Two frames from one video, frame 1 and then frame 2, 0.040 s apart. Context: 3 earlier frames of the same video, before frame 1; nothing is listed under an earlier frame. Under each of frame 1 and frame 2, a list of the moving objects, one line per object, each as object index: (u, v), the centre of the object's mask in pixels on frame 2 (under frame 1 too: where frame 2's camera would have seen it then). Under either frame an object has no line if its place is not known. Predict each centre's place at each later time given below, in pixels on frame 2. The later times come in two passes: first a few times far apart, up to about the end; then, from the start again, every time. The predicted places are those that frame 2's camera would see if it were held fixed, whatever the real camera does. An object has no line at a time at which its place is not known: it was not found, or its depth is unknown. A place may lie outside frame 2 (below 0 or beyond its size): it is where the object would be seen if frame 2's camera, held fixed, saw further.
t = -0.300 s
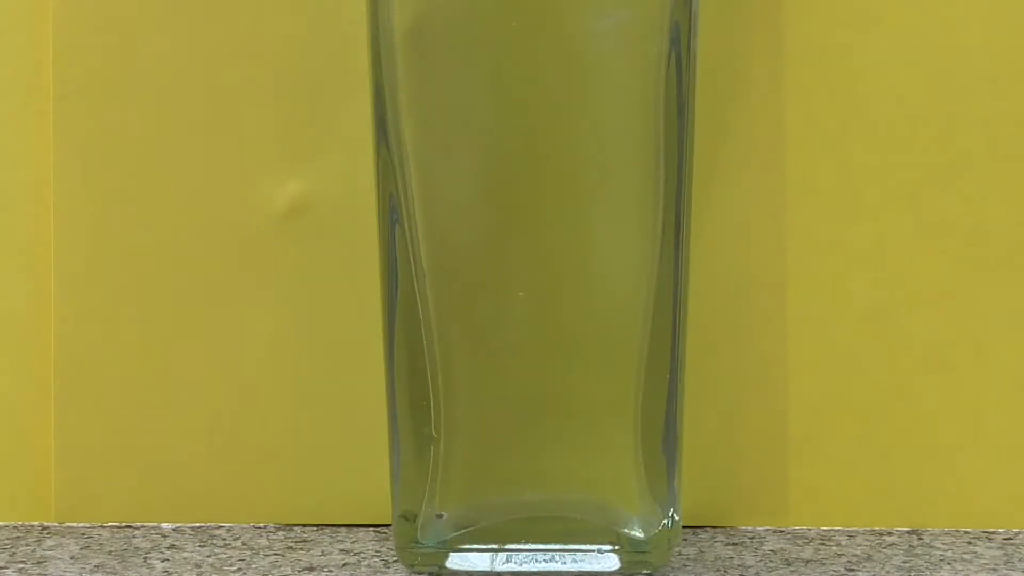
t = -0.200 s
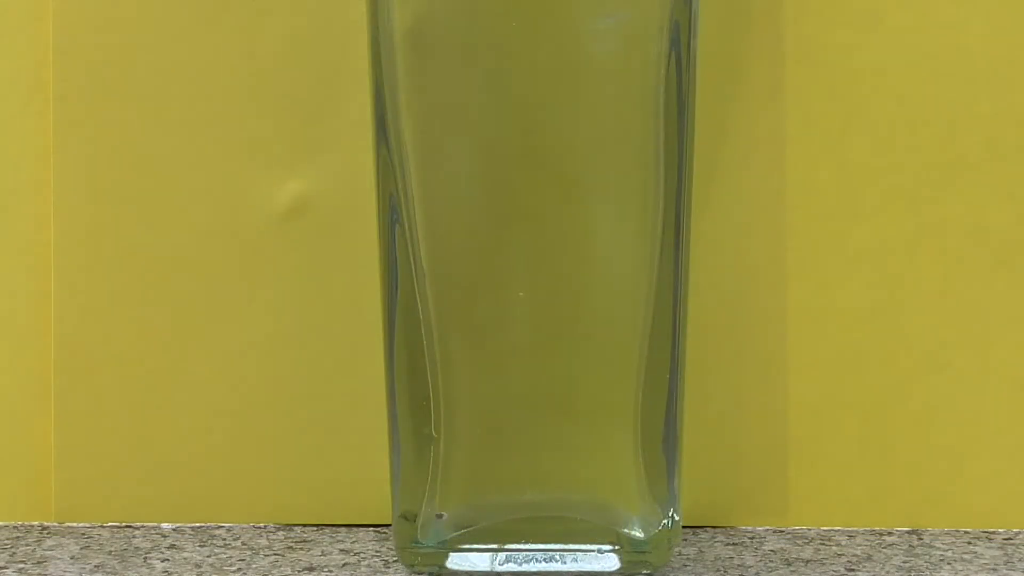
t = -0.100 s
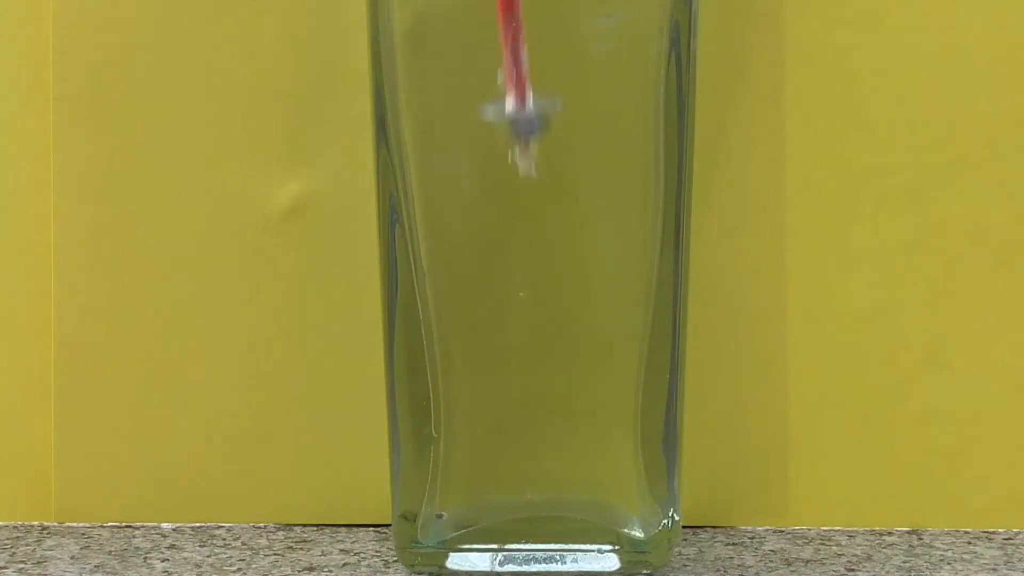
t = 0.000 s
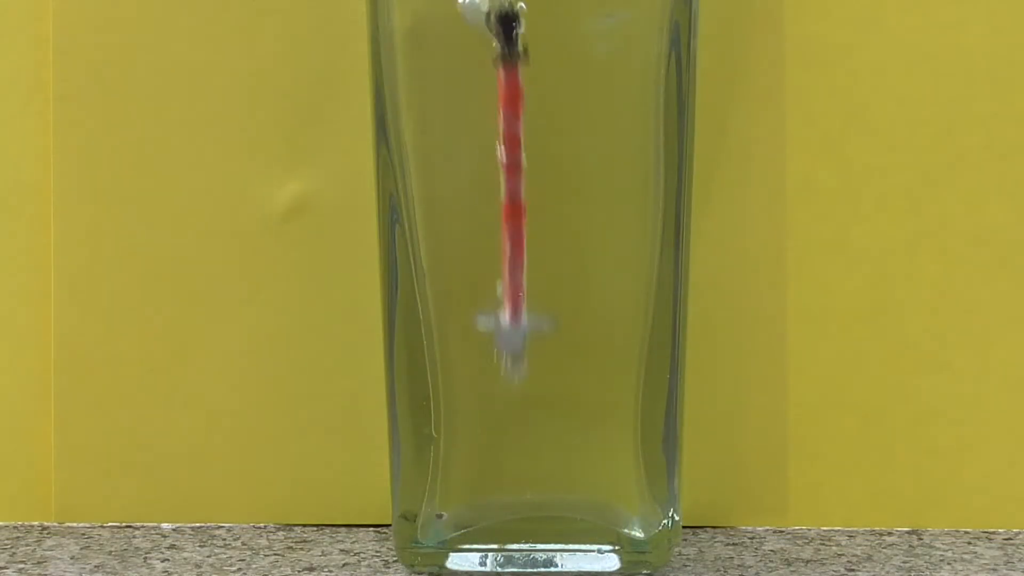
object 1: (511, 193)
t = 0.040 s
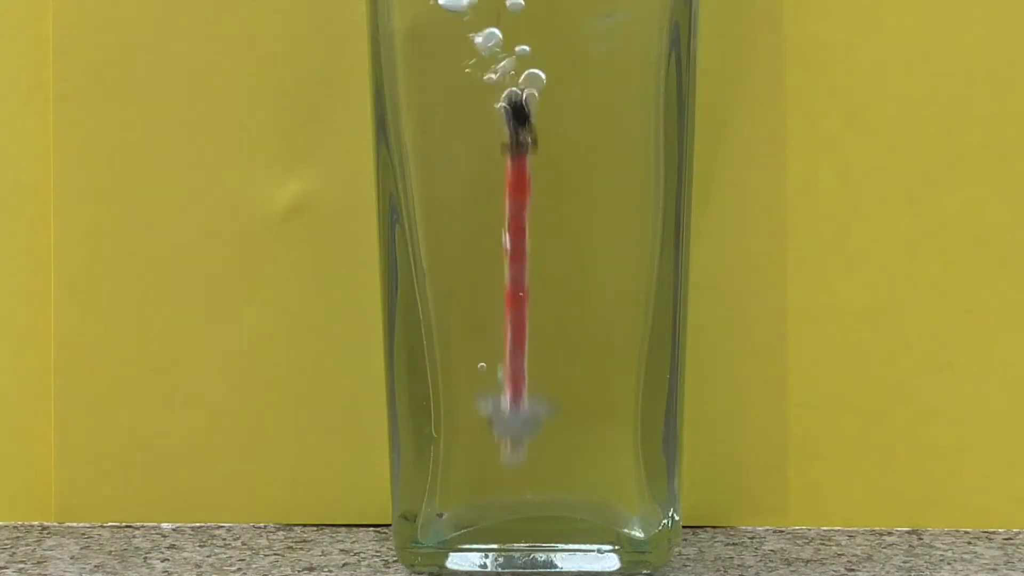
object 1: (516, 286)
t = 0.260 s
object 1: (517, 328)
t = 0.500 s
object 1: (492, 333)
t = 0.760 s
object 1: (461, 343)
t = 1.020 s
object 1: (461, 344)
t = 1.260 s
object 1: (460, 339)
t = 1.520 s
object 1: (462, 346)
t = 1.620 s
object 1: (461, 347)
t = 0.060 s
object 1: (517, 328)
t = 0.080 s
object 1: (518, 327)
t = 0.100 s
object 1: (520, 326)
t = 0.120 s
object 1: (520, 338)
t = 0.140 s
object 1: (520, 338)
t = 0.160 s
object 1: (520, 338)
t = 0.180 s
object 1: (520, 336)
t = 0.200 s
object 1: (519, 336)
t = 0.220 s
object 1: (518, 334)
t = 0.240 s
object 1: (517, 333)
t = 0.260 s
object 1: (517, 328)
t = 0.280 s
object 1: (517, 331)
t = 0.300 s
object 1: (515, 332)
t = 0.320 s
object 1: (515, 318)
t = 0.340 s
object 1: (511, 331)
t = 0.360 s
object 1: (510, 329)
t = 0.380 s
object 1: (508, 326)
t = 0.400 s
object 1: (505, 326)
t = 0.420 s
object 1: (503, 326)
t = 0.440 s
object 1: (501, 328)
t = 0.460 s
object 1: (498, 331)
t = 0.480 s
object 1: (495, 332)
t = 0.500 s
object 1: (492, 333)
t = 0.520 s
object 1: (489, 329)
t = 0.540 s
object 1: (485, 332)
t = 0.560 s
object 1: (483, 337)
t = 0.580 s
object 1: (479, 333)
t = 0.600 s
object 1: (476, 335)
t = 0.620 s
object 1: (473, 338)
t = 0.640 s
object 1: (469, 339)
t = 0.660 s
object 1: (466, 339)
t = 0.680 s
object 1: (462, 341)
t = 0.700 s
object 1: (461, 341)
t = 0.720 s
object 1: (461, 339)
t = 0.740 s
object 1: (462, 345)
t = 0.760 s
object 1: (461, 343)
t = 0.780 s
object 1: (461, 343)
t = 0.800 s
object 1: (461, 345)
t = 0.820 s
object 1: (461, 343)
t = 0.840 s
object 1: (460, 340)
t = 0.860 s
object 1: (461, 341)
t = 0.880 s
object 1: (460, 341)
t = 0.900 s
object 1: (461, 342)
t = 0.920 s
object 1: (460, 337)
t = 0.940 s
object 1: (461, 342)
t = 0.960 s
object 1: (461, 344)
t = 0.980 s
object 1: (461, 345)
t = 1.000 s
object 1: (461, 342)
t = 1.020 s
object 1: (461, 344)
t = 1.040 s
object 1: (461, 344)
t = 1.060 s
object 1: (460, 341)
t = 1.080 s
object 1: (460, 338)
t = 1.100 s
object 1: (460, 339)
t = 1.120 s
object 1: (460, 338)
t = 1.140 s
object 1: (461, 343)
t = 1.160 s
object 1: (460, 341)
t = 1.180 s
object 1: (460, 341)
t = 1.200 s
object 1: (461, 342)
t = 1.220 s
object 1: (460, 342)
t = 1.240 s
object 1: (461, 342)
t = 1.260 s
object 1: (460, 339)
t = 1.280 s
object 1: (459, 332)
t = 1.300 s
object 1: (460, 341)
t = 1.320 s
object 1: (461, 343)
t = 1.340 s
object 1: (461, 341)
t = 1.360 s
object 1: (461, 343)
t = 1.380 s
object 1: (461, 344)
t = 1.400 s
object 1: (461, 343)
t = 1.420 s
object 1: (461, 344)
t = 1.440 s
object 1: (461, 341)
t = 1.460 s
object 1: (459, 330)
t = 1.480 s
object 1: (462, 346)
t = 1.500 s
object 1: (461, 340)
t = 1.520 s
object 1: (462, 346)
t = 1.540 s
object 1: (462, 347)
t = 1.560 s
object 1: (460, 341)
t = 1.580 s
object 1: (461, 343)
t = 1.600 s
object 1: (461, 344)
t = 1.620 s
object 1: (461, 347)
